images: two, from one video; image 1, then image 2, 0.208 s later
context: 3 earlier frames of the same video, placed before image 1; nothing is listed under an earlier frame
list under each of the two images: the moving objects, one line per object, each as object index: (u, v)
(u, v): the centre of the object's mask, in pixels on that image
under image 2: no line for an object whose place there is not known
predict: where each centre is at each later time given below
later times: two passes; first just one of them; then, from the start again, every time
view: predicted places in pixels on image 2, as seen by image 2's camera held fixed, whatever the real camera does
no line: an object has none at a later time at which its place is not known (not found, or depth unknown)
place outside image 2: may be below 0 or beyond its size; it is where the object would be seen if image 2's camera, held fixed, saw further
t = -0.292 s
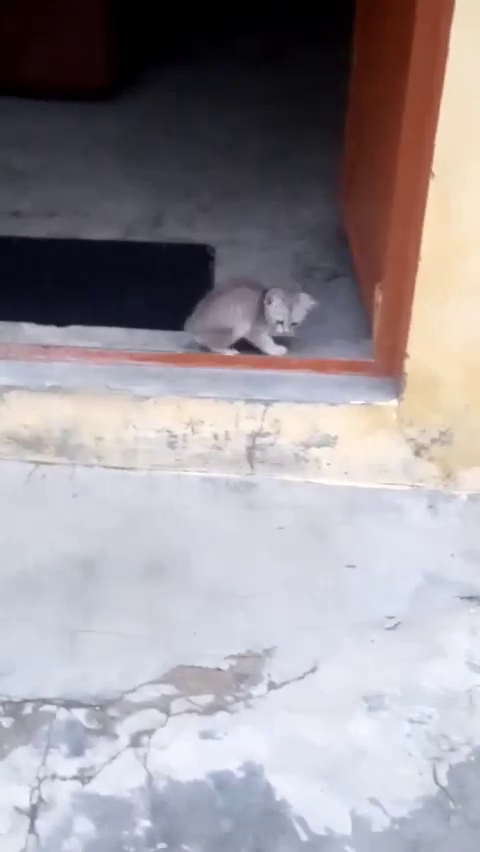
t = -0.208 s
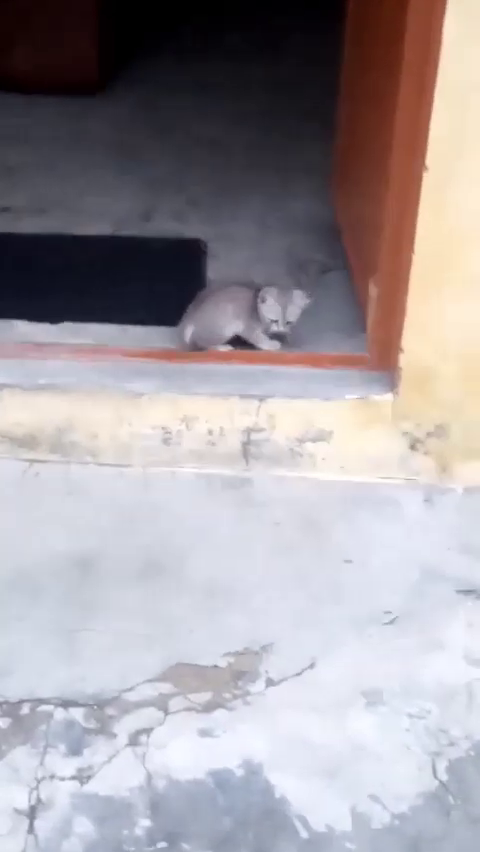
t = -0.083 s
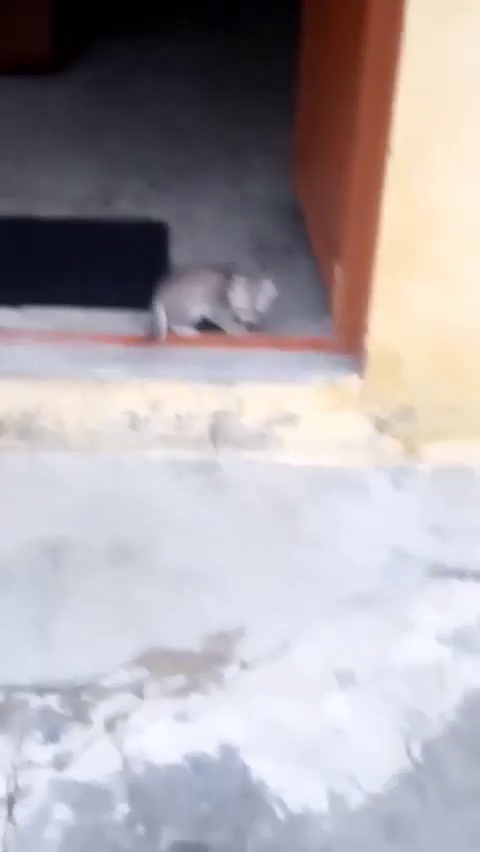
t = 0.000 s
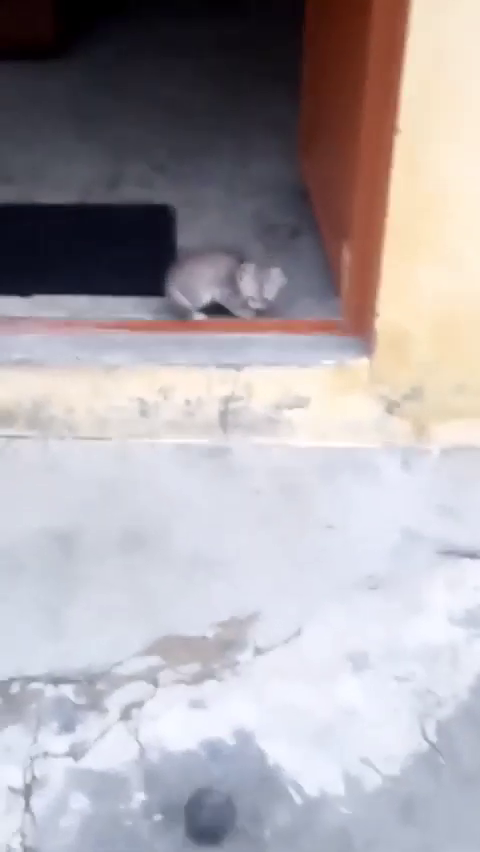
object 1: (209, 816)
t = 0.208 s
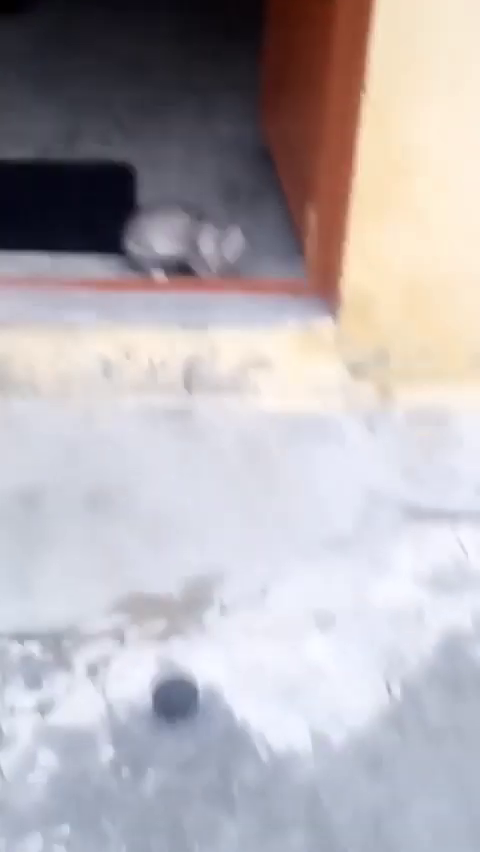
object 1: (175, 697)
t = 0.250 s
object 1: (174, 683)
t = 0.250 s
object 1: (174, 683)
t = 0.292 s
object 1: (174, 671)
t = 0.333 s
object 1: (173, 661)
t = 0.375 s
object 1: (172, 642)
